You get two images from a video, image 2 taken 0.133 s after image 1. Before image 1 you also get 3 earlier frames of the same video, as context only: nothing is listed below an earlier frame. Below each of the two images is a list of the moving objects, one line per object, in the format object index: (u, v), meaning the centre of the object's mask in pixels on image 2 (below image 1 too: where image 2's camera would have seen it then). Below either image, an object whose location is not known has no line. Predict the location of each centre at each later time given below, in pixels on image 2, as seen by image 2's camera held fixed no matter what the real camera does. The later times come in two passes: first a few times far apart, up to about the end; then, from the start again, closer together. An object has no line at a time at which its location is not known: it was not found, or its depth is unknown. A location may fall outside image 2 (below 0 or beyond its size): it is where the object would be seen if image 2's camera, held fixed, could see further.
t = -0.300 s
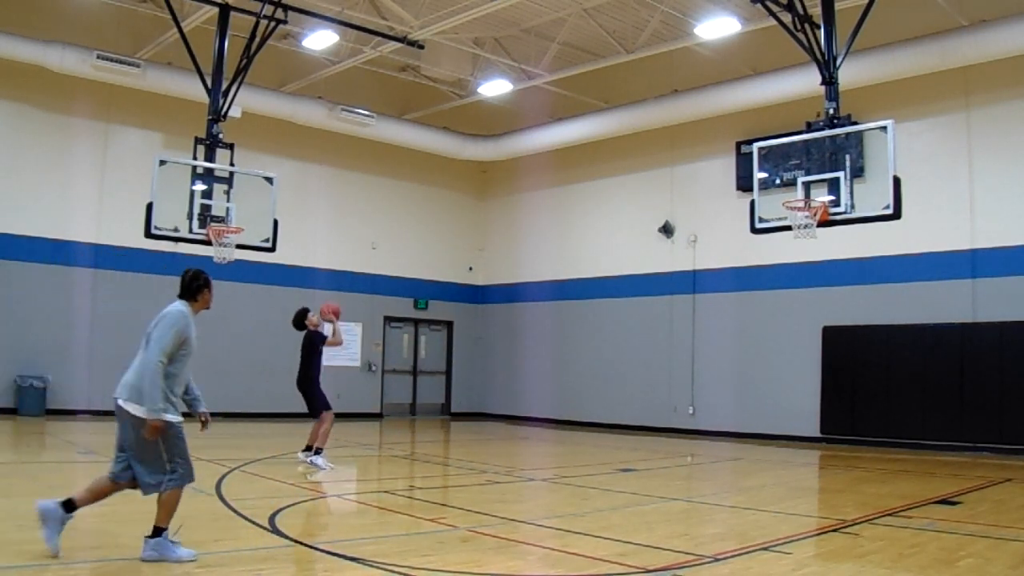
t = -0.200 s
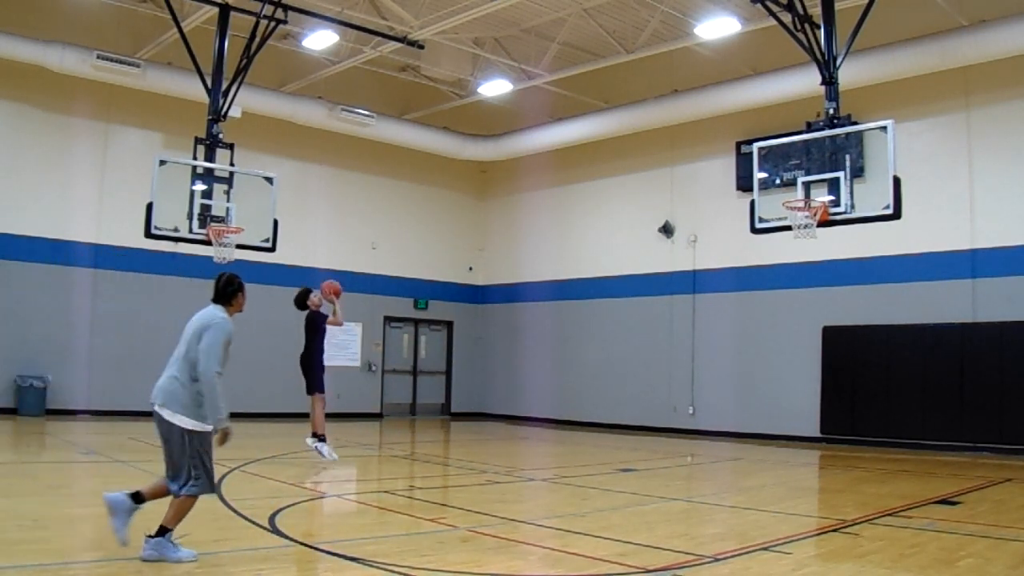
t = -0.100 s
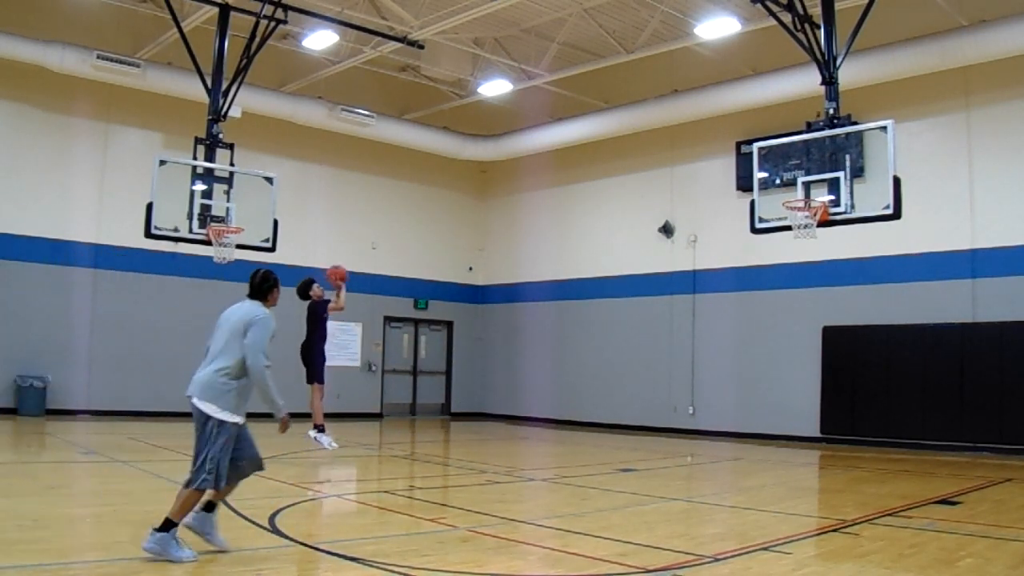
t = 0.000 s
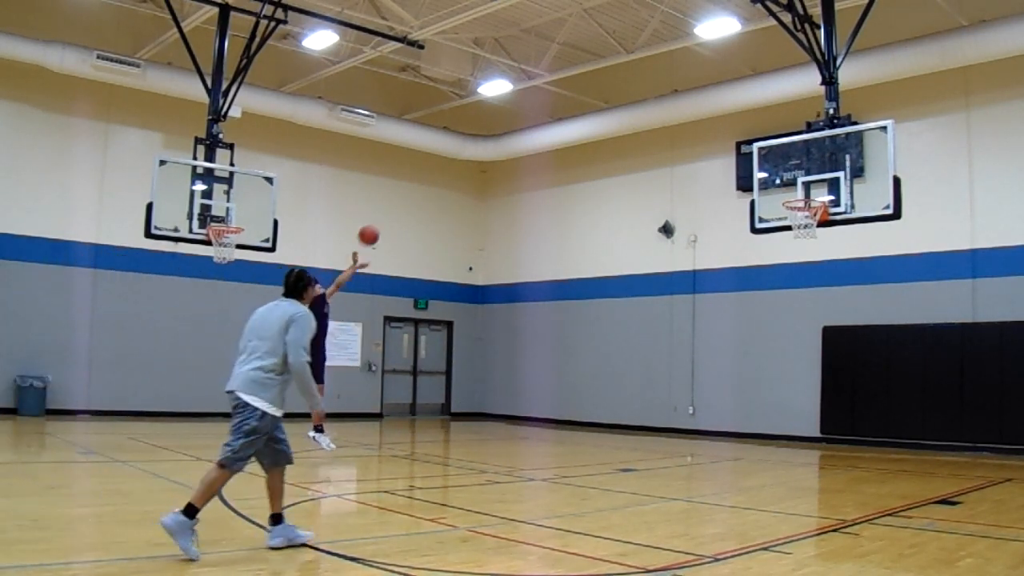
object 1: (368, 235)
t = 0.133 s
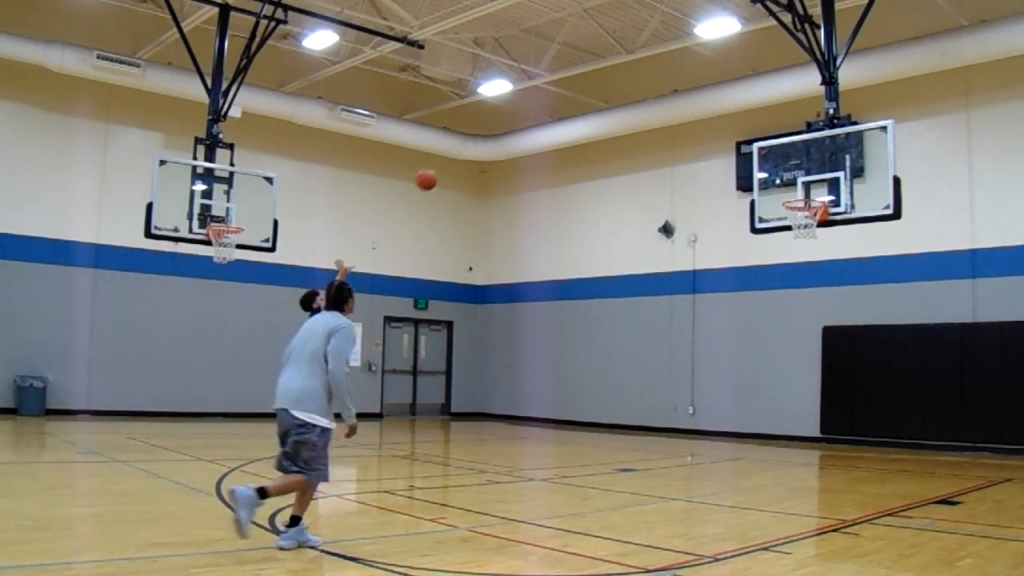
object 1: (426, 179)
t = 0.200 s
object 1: (454, 159)
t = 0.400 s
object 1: (538, 116)
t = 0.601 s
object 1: (620, 109)
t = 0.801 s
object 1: (700, 135)
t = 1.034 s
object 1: (782, 189)
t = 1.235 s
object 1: (787, 147)
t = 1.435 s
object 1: (793, 136)
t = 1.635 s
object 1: (800, 159)
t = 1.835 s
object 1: (808, 185)
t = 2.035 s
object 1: (820, 155)
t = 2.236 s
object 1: (833, 159)
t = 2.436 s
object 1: (847, 199)
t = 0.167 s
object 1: (440, 168)
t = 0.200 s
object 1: (454, 159)
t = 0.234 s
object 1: (469, 149)
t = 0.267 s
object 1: (483, 140)
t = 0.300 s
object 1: (496, 133)
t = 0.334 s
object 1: (510, 127)
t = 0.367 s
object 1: (524, 121)
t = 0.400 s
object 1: (538, 116)
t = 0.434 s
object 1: (552, 113)
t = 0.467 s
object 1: (565, 110)
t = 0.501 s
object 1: (579, 109)
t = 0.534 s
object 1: (593, 108)
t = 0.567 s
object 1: (606, 108)
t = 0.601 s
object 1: (620, 109)
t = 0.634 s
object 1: (633, 111)
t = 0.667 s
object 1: (647, 114)
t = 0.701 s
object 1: (661, 118)
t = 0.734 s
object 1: (673, 123)
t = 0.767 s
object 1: (687, 128)
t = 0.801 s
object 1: (700, 135)
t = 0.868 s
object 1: (726, 151)
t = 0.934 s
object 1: (751, 170)
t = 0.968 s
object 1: (765, 182)
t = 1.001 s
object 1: (778, 194)
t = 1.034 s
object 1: (782, 189)
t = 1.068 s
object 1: (782, 179)
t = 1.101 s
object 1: (783, 171)
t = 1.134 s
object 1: (784, 163)
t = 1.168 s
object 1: (785, 157)
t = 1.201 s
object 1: (786, 151)
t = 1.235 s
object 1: (787, 147)
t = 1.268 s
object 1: (788, 143)
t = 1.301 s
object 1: (789, 139)
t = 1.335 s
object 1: (790, 137)
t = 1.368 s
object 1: (791, 136)
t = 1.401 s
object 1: (792, 136)
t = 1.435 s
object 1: (793, 136)
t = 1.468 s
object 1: (795, 138)
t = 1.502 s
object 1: (796, 141)
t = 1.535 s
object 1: (797, 145)
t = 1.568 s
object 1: (798, 150)
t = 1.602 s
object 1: (799, 154)
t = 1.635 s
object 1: (800, 159)
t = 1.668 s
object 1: (801, 166)
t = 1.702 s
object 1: (803, 175)
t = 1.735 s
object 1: (804, 185)
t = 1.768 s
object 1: (805, 192)
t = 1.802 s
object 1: (807, 192)
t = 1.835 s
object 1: (808, 185)
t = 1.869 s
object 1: (810, 178)
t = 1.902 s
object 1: (813, 171)
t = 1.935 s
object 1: (814, 165)
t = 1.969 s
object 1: (817, 162)
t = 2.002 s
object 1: (818, 157)
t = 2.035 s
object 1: (820, 155)
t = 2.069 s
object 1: (822, 154)
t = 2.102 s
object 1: (824, 153)
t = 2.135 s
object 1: (826, 153)
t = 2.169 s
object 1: (829, 155)
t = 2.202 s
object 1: (831, 156)
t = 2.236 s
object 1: (833, 159)
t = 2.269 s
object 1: (835, 163)
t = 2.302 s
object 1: (837, 168)
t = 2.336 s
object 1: (839, 174)
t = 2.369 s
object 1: (841, 181)
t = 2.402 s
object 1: (844, 189)
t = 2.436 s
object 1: (847, 199)
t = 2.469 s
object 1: (849, 208)
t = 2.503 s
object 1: (852, 220)
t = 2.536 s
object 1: (854, 232)
